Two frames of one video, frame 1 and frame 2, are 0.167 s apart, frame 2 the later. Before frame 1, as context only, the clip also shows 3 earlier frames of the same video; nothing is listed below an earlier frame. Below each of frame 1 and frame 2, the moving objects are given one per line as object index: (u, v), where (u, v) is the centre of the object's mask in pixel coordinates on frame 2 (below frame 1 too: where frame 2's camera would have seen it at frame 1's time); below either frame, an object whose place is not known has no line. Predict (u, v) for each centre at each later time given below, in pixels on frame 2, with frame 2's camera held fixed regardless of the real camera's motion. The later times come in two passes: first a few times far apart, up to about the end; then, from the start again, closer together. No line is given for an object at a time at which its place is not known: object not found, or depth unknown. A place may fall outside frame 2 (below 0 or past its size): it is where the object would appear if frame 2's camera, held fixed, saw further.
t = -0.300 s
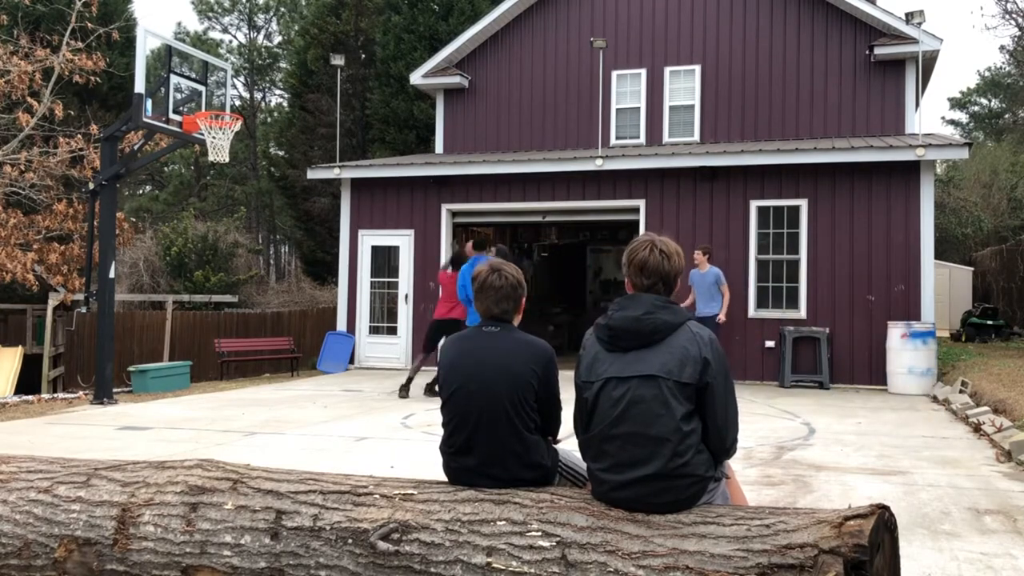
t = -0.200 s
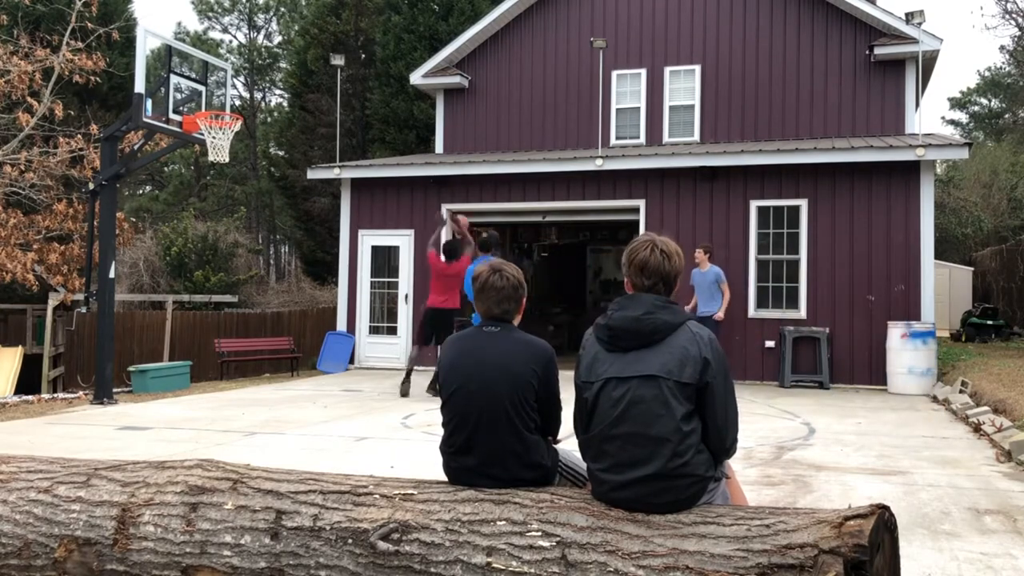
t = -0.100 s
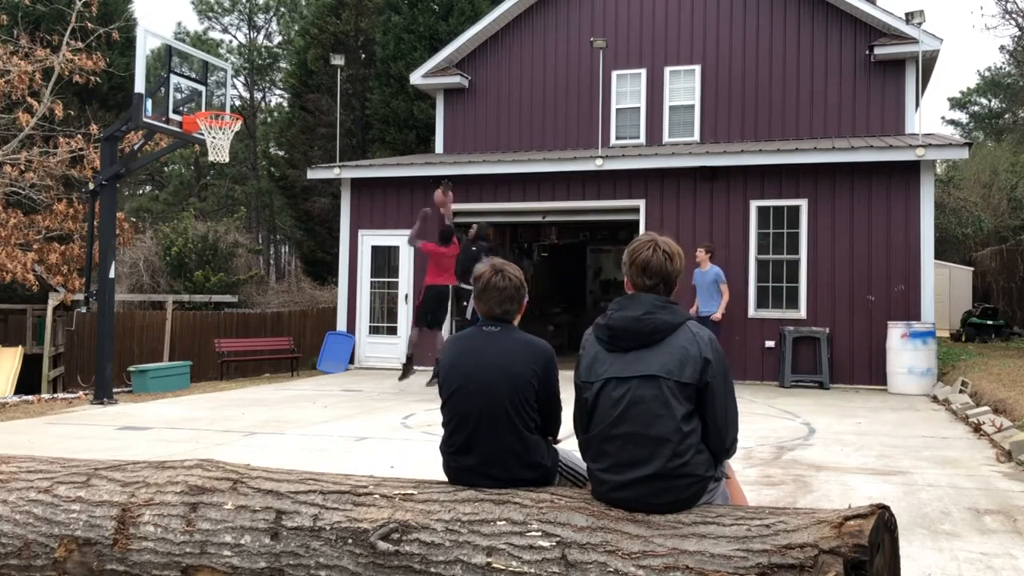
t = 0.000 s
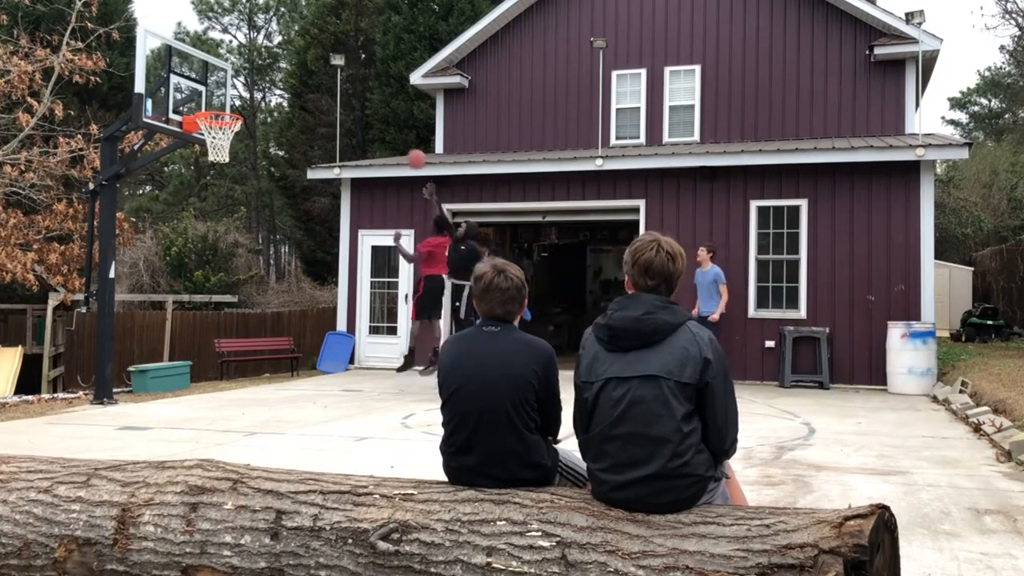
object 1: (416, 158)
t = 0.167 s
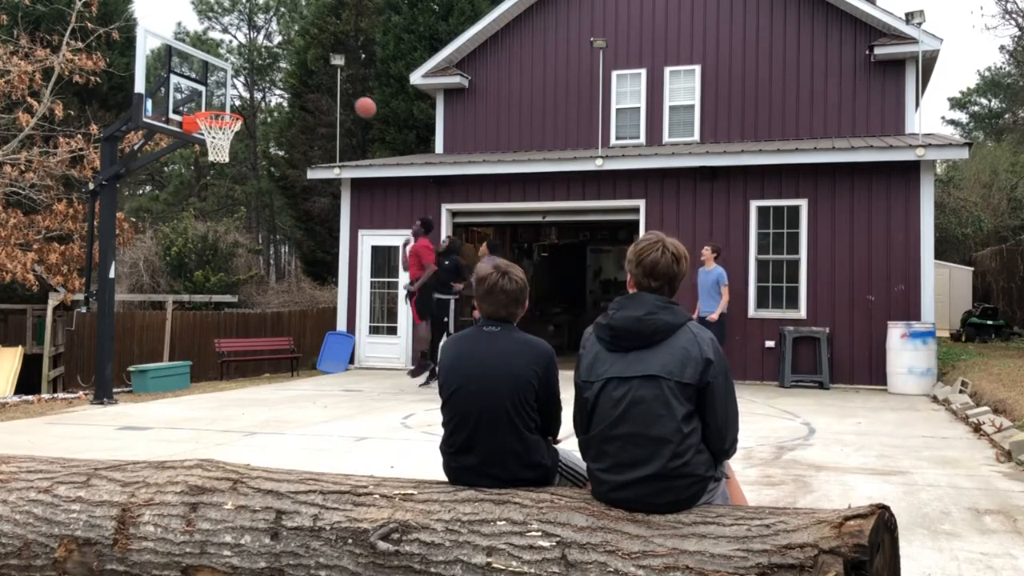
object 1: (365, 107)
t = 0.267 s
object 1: (333, 86)
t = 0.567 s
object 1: (227, 69)
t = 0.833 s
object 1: (228, 102)
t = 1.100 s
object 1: (249, 95)
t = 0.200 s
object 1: (355, 99)
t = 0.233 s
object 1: (344, 92)
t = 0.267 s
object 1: (333, 86)
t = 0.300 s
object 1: (322, 80)
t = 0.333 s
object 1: (310, 76)
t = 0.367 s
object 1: (300, 72)
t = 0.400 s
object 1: (288, 69)
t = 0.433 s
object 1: (276, 68)
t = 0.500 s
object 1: (252, 67)
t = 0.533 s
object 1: (240, 67)
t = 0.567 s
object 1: (227, 69)
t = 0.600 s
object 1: (215, 73)
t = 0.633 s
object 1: (215, 74)
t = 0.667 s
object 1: (218, 77)
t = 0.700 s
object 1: (220, 81)
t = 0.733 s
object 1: (221, 87)
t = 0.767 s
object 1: (224, 93)
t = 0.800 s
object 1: (226, 100)
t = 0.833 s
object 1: (228, 102)
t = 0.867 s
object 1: (232, 98)
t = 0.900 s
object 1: (234, 94)
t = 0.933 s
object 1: (237, 92)
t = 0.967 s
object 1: (239, 91)
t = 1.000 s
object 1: (242, 91)
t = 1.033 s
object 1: (244, 91)
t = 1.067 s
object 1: (247, 93)
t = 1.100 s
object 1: (249, 95)
